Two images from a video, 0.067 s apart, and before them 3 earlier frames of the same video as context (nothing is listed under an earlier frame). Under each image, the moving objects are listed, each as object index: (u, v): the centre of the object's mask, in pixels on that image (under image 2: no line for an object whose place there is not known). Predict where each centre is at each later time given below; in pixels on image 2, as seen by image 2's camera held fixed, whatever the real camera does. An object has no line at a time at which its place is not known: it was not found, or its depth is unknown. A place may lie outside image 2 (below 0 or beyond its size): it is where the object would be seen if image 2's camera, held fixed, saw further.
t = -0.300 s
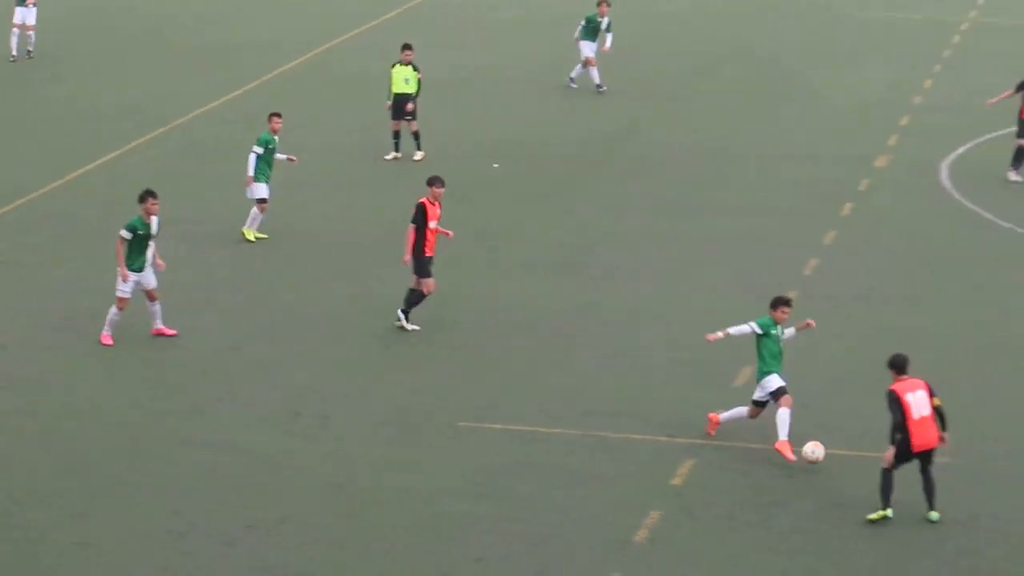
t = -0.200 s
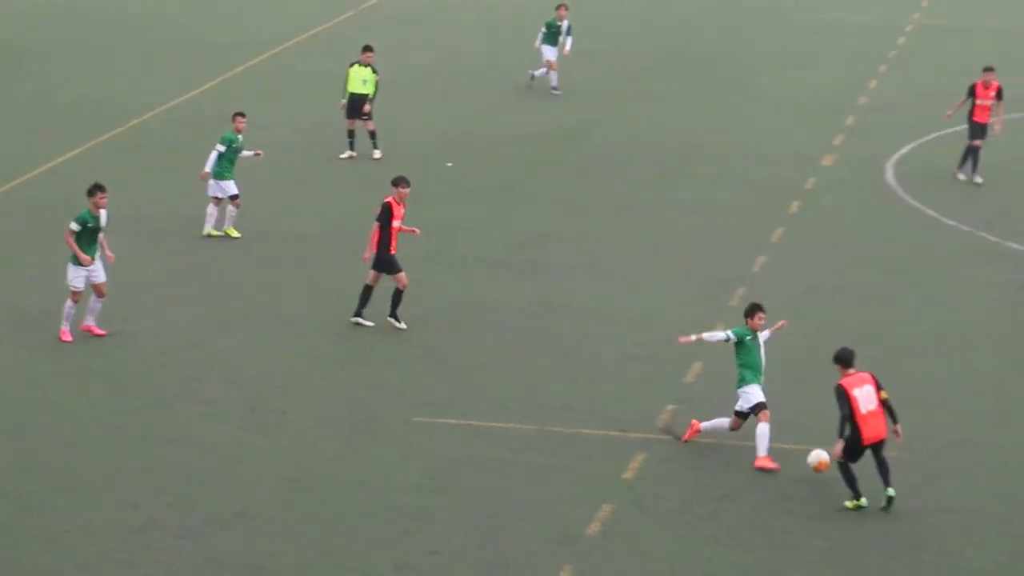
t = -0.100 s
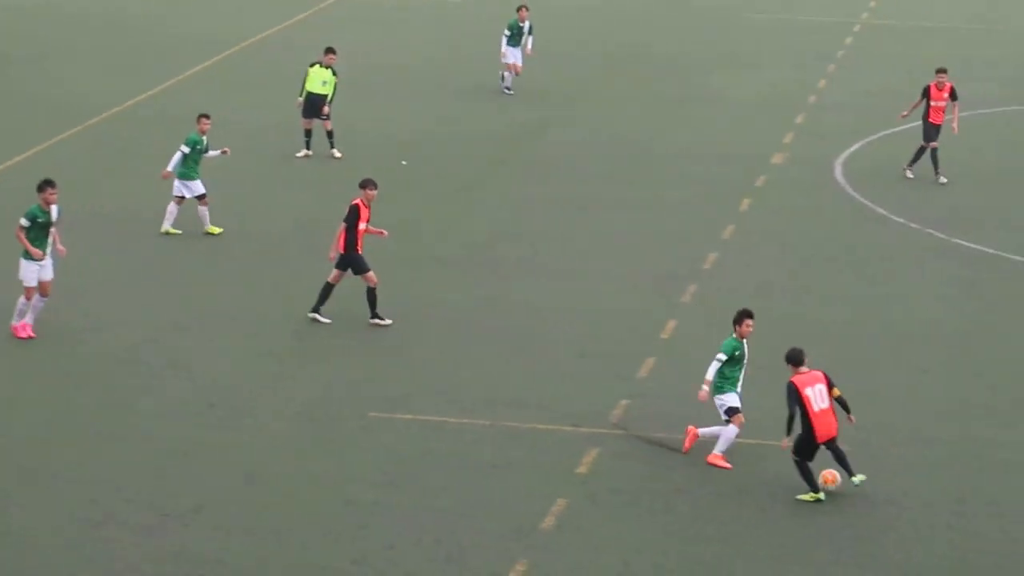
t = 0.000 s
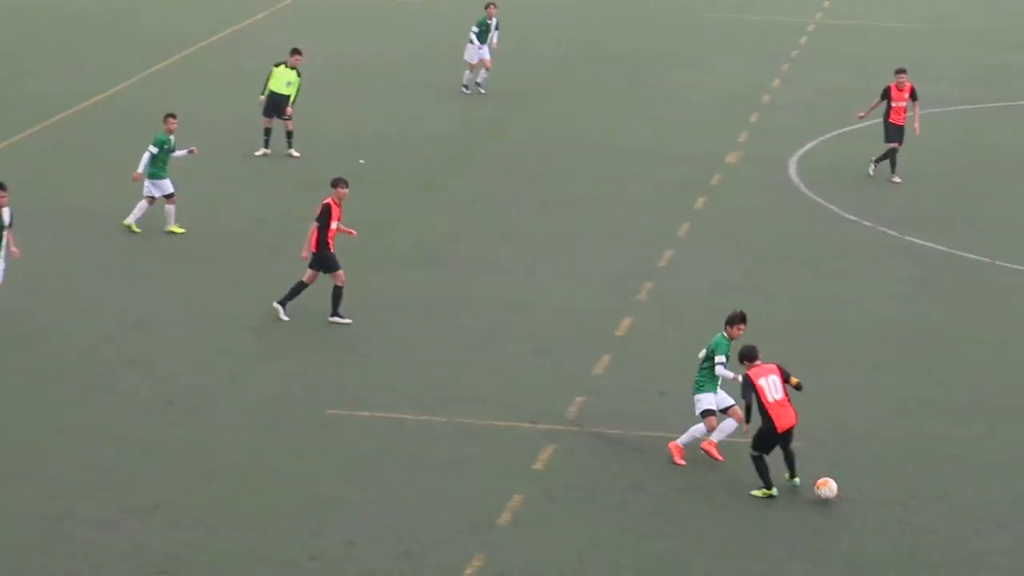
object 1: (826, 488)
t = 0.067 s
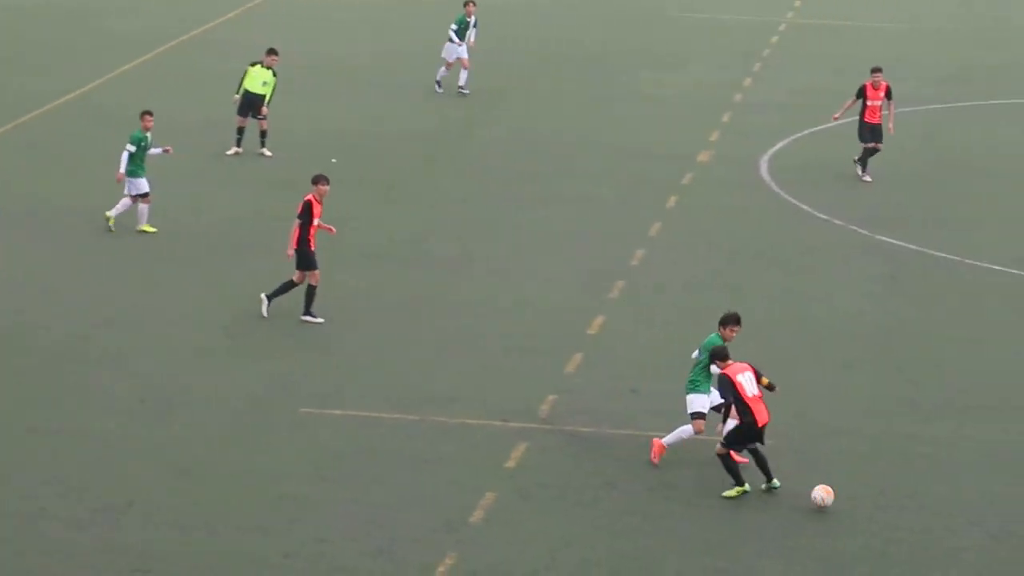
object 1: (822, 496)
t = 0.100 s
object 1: (836, 502)
